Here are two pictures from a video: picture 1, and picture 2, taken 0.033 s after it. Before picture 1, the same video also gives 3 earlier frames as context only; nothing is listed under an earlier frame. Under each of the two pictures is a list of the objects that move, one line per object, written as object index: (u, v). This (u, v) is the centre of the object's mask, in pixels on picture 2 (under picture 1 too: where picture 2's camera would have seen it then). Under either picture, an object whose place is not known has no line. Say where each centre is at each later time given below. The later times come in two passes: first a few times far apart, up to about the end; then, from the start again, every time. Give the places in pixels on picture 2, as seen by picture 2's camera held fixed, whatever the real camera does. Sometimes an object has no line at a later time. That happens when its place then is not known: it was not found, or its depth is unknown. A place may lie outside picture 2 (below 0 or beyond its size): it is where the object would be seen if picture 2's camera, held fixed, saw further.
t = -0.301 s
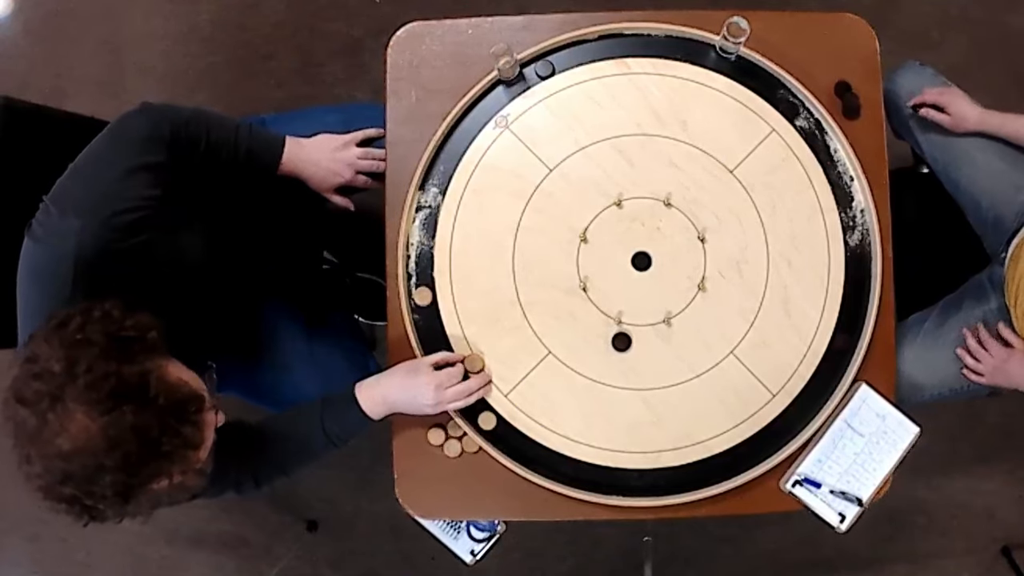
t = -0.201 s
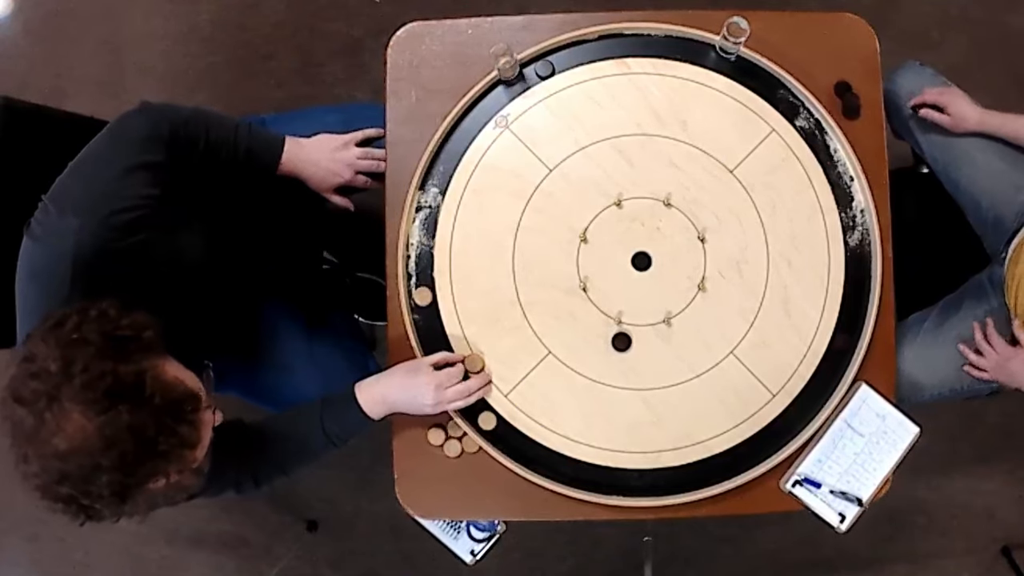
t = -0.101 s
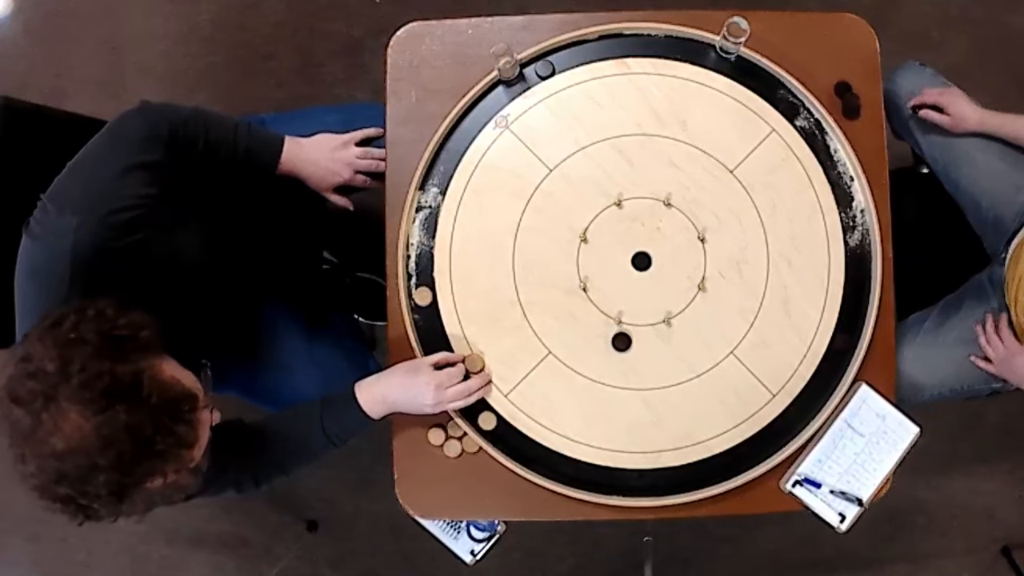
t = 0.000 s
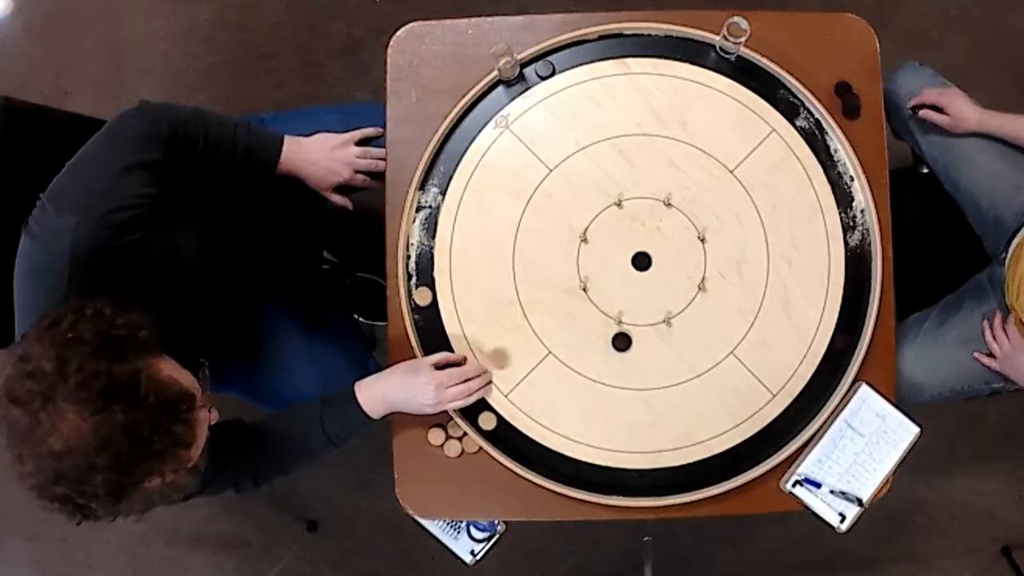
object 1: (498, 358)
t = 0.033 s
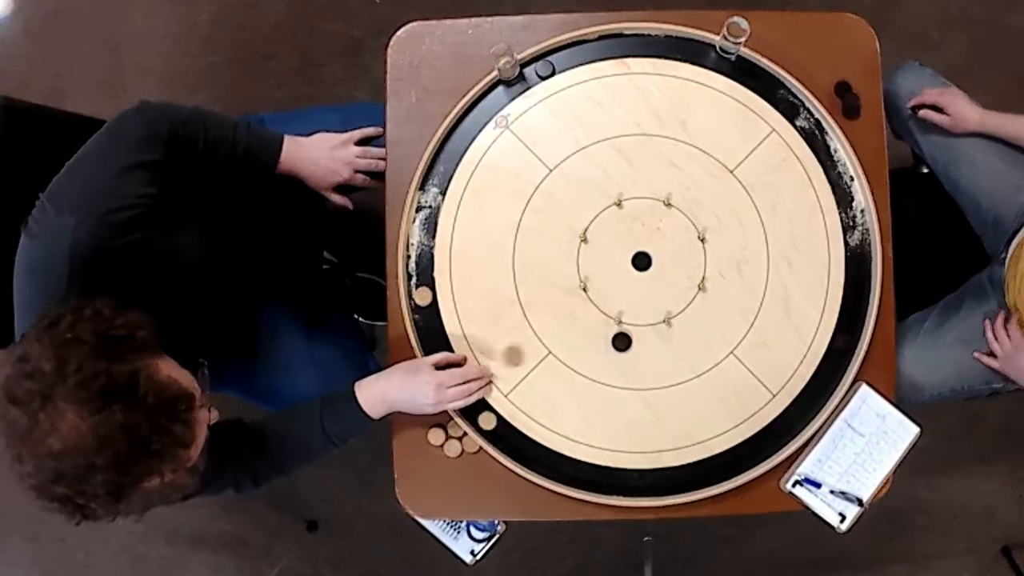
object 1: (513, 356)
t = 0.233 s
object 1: (599, 339)
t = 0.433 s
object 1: (602, 327)
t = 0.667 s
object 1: (591, 325)
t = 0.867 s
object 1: (588, 324)
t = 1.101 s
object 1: (587, 324)
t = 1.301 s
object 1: (587, 324)
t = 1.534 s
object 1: (587, 324)
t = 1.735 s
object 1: (588, 324)
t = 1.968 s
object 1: (588, 324)
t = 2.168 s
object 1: (588, 324)
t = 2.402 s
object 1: (588, 324)
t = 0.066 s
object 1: (528, 352)
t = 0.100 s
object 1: (542, 349)
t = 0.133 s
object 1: (558, 346)
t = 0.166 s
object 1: (572, 344)
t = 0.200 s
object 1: (586, 341)
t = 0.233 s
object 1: (599, 339)
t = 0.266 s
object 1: (603, 335)
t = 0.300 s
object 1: (604, 332)
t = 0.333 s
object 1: (605, 330)
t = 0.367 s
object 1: (605, 327)
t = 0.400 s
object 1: (604, 327)
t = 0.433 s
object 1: (602, 327)
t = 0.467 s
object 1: (600, 326)
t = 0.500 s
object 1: (598, 326)
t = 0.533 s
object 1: (597, 326)
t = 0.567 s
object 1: (595, 325)
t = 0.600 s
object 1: (594, 325)
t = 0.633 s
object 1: (592, 325)
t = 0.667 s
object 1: (591, 325)
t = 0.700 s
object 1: (590, 325)
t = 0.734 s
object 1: (589, 324)
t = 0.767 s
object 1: (589, 324)
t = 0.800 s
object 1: (588, 324)
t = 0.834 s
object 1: (588, 324)
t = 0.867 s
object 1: (588, 324)
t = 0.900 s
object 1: (588, 324)
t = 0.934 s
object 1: (587, 324)
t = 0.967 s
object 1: (587, 324)
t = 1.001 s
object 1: (587, 324)
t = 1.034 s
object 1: (587, 324)
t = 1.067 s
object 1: (587, 324)
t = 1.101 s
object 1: (587, 324)
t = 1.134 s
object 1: (587, 324)
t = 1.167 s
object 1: (587, 324)
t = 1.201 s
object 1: (587, 324)
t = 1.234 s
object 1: (587, 324)
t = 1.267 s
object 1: (587, 324)
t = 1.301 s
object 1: (587, 324)
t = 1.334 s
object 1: (587, 324)
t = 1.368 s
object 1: (587, 324)
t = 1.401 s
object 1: (587, 324)
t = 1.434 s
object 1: (587, 324)
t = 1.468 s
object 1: (587, 324)
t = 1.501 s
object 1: (587, 324)
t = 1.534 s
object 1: (587, 324)
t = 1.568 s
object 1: (587, 324)
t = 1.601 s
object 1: (587, 324)
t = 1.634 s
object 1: (587, 324)
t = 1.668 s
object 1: (587, 324)
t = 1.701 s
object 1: (587, 324)
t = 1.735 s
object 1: (588, 324)
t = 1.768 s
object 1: (587, 324)
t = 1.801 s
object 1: (587, 324)
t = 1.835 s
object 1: (587, 324)
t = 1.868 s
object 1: (587, 324)
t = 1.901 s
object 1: (588, 324)
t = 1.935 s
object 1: (588, 324)
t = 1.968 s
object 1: (588, 324)
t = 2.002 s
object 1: (587, 324)
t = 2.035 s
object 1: (588, 324)
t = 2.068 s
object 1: (587, 324)
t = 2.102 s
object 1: (587, 324)
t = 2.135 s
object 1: (588, 324)
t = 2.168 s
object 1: (588, 324)
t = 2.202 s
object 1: (588, 324)
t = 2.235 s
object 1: (588, 324)
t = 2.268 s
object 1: (588, 324)
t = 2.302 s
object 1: (588, 324)
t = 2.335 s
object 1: (588, 324)
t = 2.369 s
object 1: (588, 324)
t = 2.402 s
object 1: (588, 324)
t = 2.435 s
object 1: (588, 324)
